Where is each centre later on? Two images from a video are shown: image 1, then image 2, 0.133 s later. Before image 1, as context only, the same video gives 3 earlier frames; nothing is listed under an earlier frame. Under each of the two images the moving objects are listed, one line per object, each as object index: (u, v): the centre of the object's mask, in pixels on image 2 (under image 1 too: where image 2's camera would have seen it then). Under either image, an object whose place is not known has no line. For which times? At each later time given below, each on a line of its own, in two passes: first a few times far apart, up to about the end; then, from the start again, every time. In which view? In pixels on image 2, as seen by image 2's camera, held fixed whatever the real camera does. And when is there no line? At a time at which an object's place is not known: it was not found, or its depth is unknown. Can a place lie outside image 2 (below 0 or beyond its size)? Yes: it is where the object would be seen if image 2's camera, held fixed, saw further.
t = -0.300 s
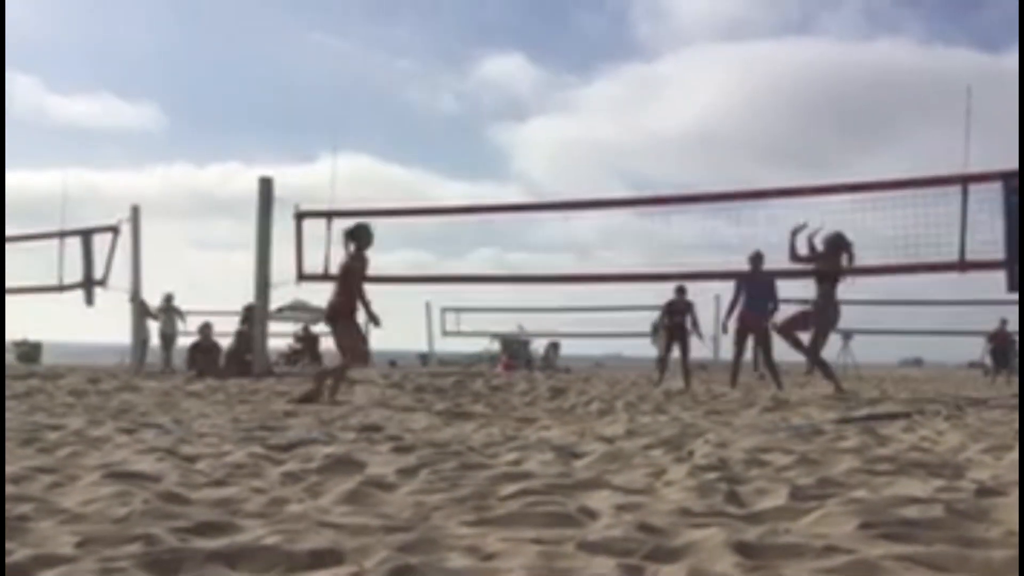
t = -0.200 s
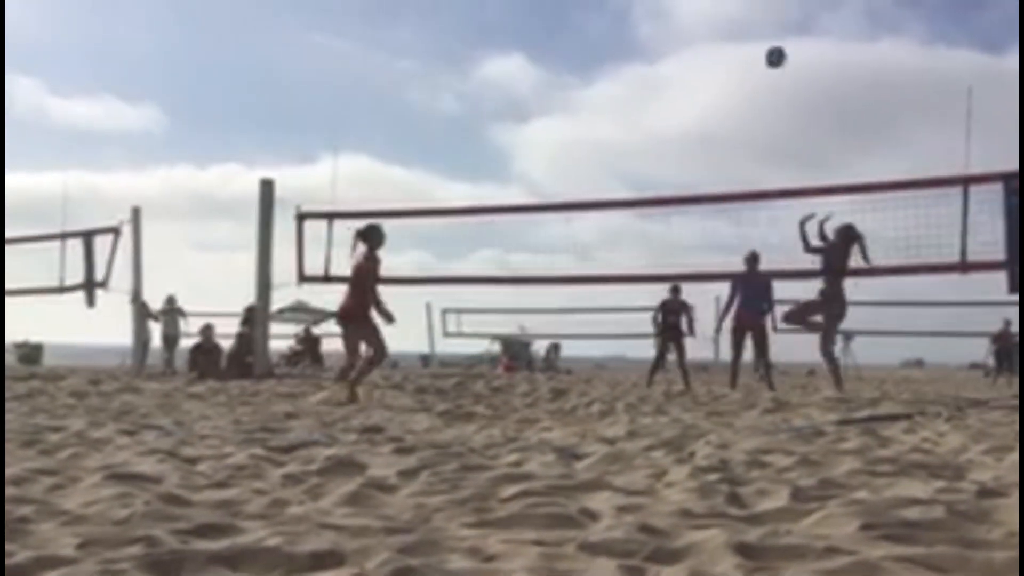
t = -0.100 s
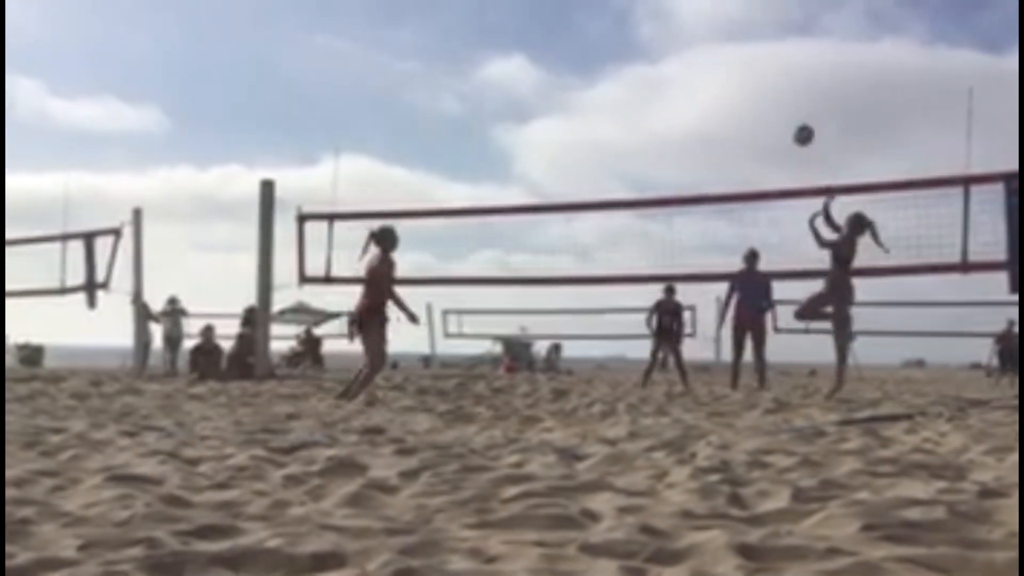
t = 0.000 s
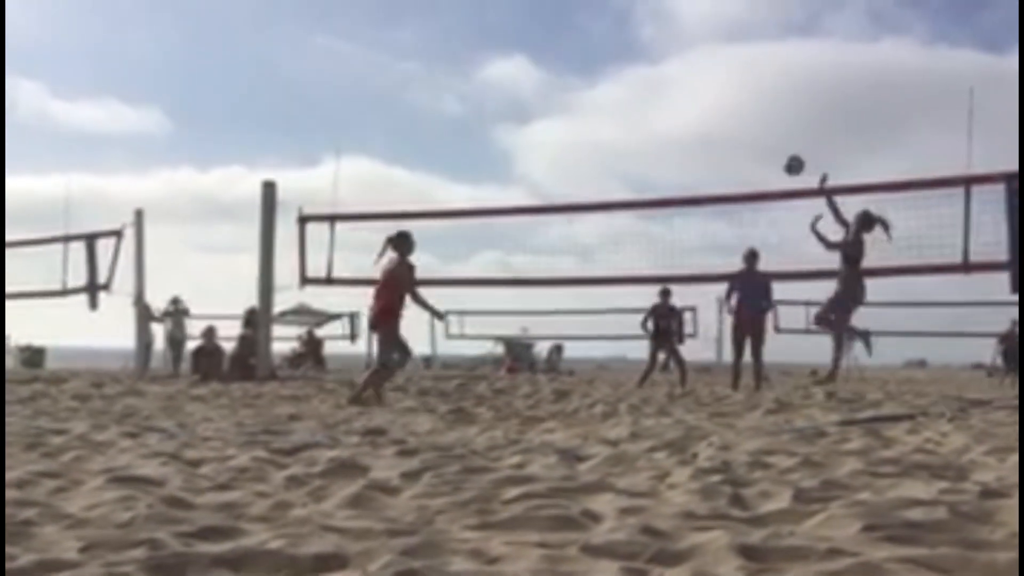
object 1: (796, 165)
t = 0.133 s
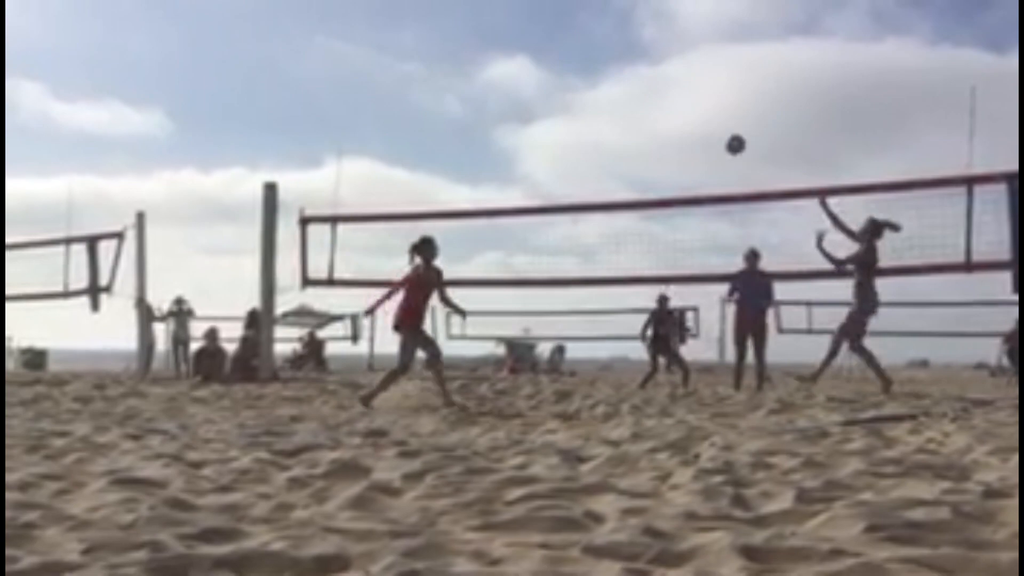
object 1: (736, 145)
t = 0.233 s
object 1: (694, 141)
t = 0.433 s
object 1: (620, 163)
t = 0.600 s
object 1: (568, 206)
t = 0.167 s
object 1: (721, 142)
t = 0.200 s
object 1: (707, 141)
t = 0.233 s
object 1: (694, 141)
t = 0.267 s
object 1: (681, 142)
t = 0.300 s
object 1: (668, 144)
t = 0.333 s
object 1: (656, 147)
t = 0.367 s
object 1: (644, 151)
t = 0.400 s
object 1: (632, 157)
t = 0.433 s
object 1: (620, 163)
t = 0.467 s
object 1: (609, 170)
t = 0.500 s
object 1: (598, 178)
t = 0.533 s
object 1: (587, 187)
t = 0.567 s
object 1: (577, 197)
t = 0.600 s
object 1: (568, 206)
